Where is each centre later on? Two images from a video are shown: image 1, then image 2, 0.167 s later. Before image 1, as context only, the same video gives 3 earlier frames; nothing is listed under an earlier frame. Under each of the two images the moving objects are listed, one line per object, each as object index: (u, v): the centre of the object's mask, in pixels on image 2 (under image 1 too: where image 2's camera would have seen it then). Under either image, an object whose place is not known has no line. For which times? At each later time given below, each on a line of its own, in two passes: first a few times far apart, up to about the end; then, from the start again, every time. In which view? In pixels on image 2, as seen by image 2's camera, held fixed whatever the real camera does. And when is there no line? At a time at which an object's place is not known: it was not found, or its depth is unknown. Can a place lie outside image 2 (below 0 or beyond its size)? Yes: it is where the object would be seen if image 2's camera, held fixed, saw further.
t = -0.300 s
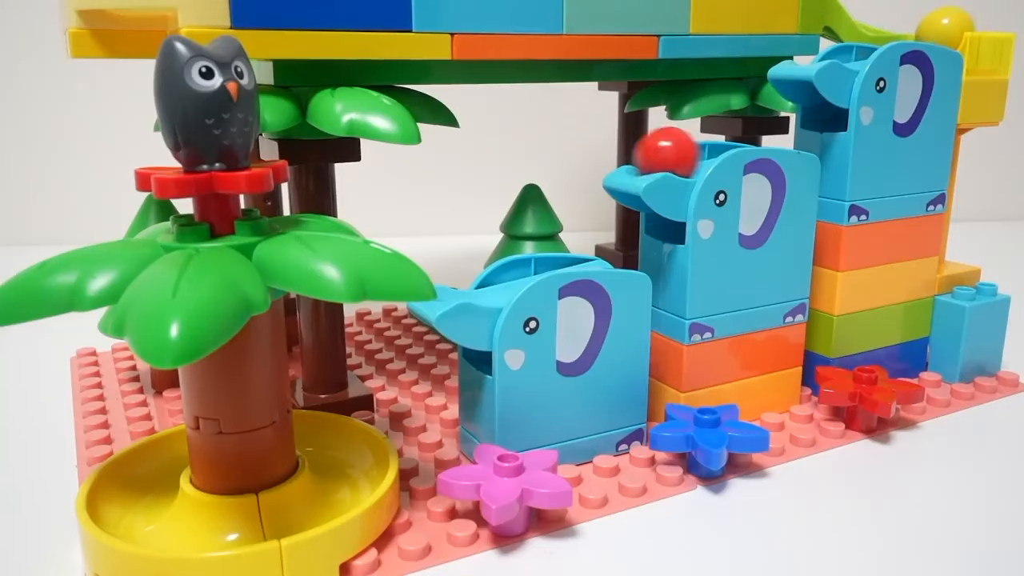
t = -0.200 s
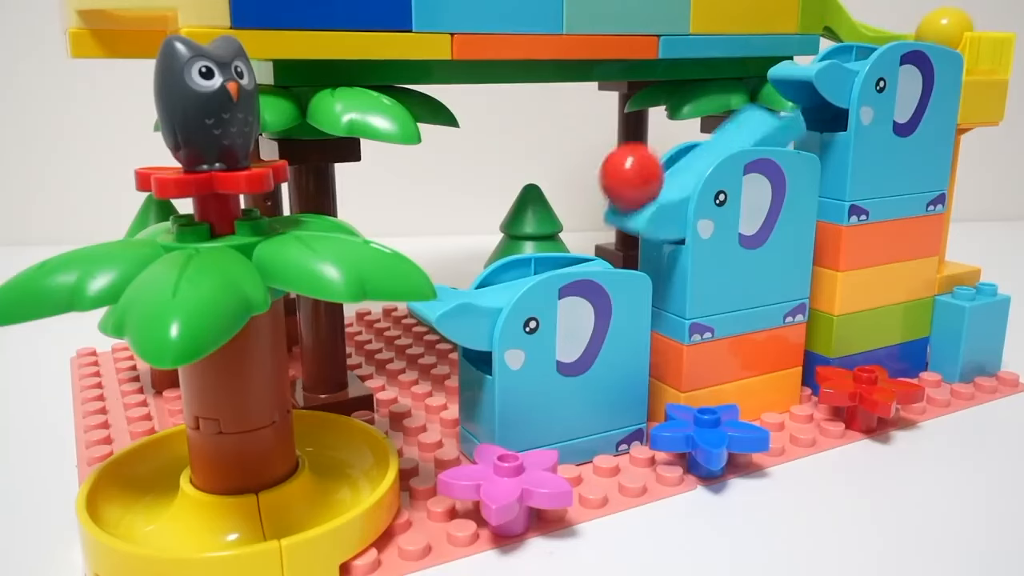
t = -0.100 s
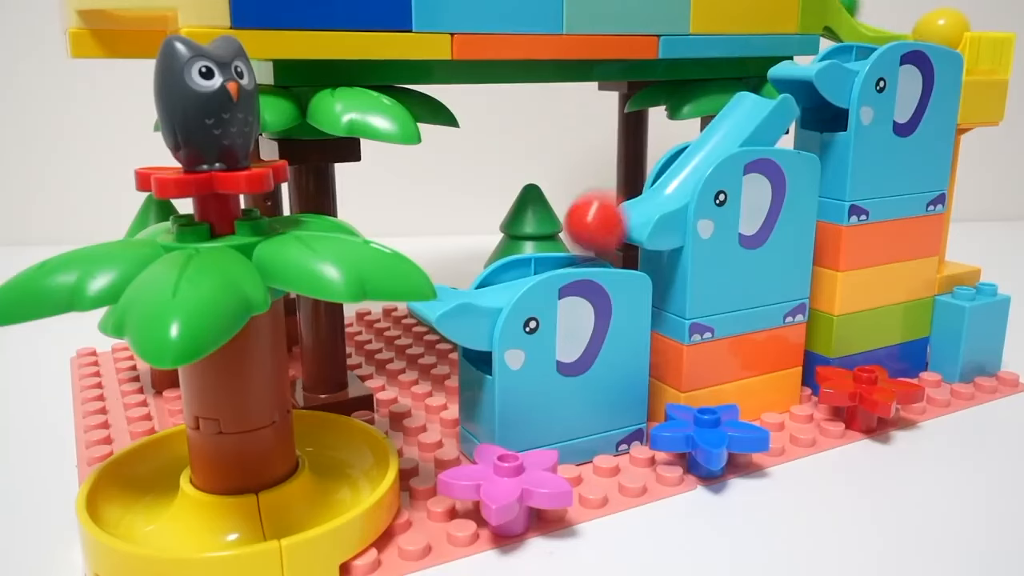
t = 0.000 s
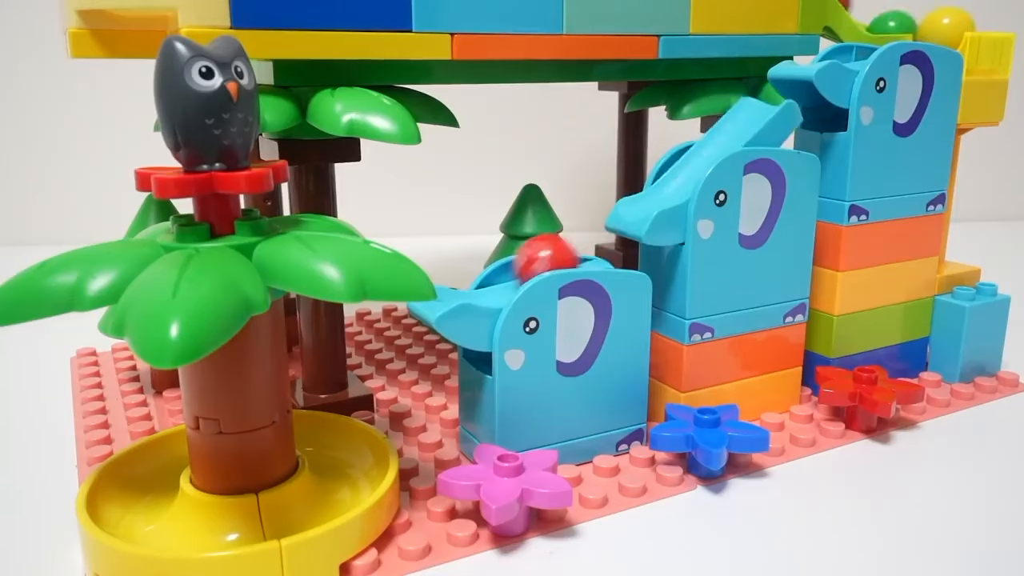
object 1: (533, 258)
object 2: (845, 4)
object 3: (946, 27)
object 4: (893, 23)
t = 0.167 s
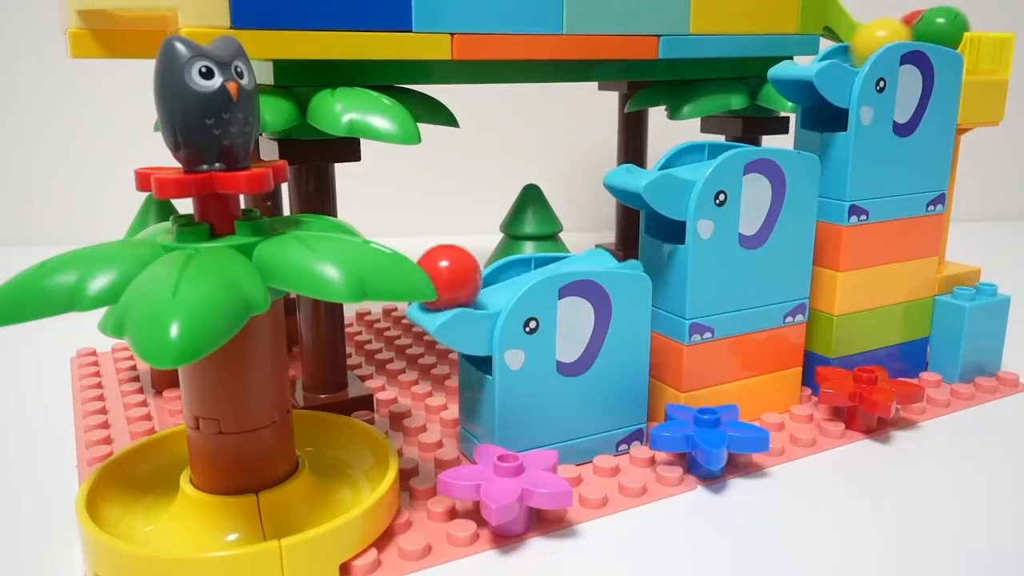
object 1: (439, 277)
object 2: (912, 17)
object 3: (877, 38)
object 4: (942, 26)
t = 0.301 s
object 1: (448, 312)
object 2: (940, 27)
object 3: (814, 38)
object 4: (868, 41)
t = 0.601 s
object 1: (330, 451)
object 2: (854, 44)
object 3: (641, 163)
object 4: (809, 66)
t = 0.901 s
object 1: (317, 440)
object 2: (749, 129)
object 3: (446, 278)
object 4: (691, 150)
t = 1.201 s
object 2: (611, 201)
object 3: (349, 465)
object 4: (494, 275)
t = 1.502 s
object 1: (162, 454)
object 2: (404, 335)
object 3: (285, 504)
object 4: (349, 457)
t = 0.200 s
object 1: (438, 286)
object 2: (953, 26)
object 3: (862, 42)
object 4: (926, 29)
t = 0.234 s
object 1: (439, 298)
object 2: (949, 26)
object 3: (847, 43)
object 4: (907, 30)
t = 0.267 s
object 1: (442, 308)
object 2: (945, 27)
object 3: (826, 43)
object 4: (886, 34)
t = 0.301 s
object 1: (448, 312)
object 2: (940, 27)
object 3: (814, 38)
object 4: (868, 41)
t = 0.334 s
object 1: (442, 316)
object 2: (931, 28)
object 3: (808, 36)
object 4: (856, 44)
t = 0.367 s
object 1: (437, 322)
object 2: (918, 30)
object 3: (793, 34)
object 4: (844, 46)
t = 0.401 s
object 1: (425, 327)
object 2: (902, 30)
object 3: (773, 53)
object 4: (832, 44)
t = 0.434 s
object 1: (414, 328)
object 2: (885, 35)
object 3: (750, 99)
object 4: (821, 42)
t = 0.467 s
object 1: (398, 331)
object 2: (869, 40)
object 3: (722, 133)
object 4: (819, 41)
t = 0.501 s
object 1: (384, 350)
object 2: (864, 41)
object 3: (701, 131)
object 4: (815, 42)
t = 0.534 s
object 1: (370, 406)
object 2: (861, 42)
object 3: (675, 149)
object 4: (812, 47)
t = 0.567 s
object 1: (359, 415)
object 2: (858, 43)
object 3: (659, 154)
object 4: (811, 55)
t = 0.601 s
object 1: (330, 451)
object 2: (854, 44)
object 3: (641, 163)
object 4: (809, 66)
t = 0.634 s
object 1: (328, 450)
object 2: (847, 46)
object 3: (628, 180)
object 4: (807, 79)
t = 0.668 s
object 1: (327, 448)
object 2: (842, 50)
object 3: (610, 201)
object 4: (798, 80)
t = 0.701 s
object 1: (327, 447)
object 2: (836, 60)
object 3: (586, 235)
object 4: (791, 81)
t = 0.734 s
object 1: (323, 447)
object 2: (832, 66)
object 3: (557, 251)
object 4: (783, 88)
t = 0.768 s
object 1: (322, 446)
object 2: (816, 75)
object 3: (531, 260)
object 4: (769, 105)
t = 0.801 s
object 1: (322, 444)
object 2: (798, 82)
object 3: (507, 270)
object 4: (751, 131)
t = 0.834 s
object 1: (319, 443)
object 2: (781, 89)
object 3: (482, 276)
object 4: (733, 133)
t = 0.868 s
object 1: (318, 441)
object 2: (765, 115)
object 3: (459, 274)
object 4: (714, 143)
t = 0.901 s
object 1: (317, 440)
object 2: (749, 129)
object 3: (446, 278)
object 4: (691, 150)
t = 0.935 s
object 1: (316, 438)
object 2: (737, 135)
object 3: (434, 298)
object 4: (663, 150)
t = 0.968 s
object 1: (313, 437)
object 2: (719, 140)
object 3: (411, 324)
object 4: (646, 144)
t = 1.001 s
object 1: (317, 433)
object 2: (703, 147)
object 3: (395, 354)
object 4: (633, 140)
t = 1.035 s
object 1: (315, 433)
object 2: (687, 151)
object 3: (375, 403)
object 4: (620, 145)
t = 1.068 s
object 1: (311, 434)
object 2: (666, 154)
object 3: (356, 419)
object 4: (603, 163)
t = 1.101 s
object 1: (304, 421)
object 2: (649, 156)
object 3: (346, 448)
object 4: (580, 214)
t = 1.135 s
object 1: (305, 427)
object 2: (635, 166)
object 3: (349, 453)
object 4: (553, 254)
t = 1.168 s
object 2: (625, 183)
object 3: (347, 460)
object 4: (522, 263)
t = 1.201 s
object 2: (611, 201)
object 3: (349, 465)
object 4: (494, 275)
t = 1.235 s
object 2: (589, 233)
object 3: (346, 469)
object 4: (464, 275)
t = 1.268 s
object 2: (566, 252)
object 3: (343, 473)
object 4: (449, 260)
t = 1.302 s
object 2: (541, 257)
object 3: (340, 478)
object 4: (441, 258)
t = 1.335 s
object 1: (184, 444)
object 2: (515, 266)
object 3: (334, 482)
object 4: (438, 268)
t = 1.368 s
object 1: (180, 441)
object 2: (488, 281)
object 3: (328, 487)
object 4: (431, 286)
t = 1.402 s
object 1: (175, 442)
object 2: (464, 292)
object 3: (320, 492)
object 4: (392, 323)
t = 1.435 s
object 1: (171, 446)
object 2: (446, 303)
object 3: (309, 497)
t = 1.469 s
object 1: (166, 450)
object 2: (428, 322)
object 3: (297, 498)
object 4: (352, 448)
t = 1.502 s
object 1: (162, 454)
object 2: (404, 335)
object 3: (285, 504)
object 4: (349, 457)
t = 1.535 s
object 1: (157, 458)
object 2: (378, 381)
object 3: (277, 507)
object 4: (348, 461)
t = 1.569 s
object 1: (152, 462)
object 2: (371, 401)
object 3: (265, 509)
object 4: (346, 468)
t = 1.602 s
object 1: (148, 467)
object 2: (357, 402)
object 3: (254, 512)
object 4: (338, 478)
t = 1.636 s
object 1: (144, 472)
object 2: (339, 408)
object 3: (245, 514)
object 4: (330, 486)
